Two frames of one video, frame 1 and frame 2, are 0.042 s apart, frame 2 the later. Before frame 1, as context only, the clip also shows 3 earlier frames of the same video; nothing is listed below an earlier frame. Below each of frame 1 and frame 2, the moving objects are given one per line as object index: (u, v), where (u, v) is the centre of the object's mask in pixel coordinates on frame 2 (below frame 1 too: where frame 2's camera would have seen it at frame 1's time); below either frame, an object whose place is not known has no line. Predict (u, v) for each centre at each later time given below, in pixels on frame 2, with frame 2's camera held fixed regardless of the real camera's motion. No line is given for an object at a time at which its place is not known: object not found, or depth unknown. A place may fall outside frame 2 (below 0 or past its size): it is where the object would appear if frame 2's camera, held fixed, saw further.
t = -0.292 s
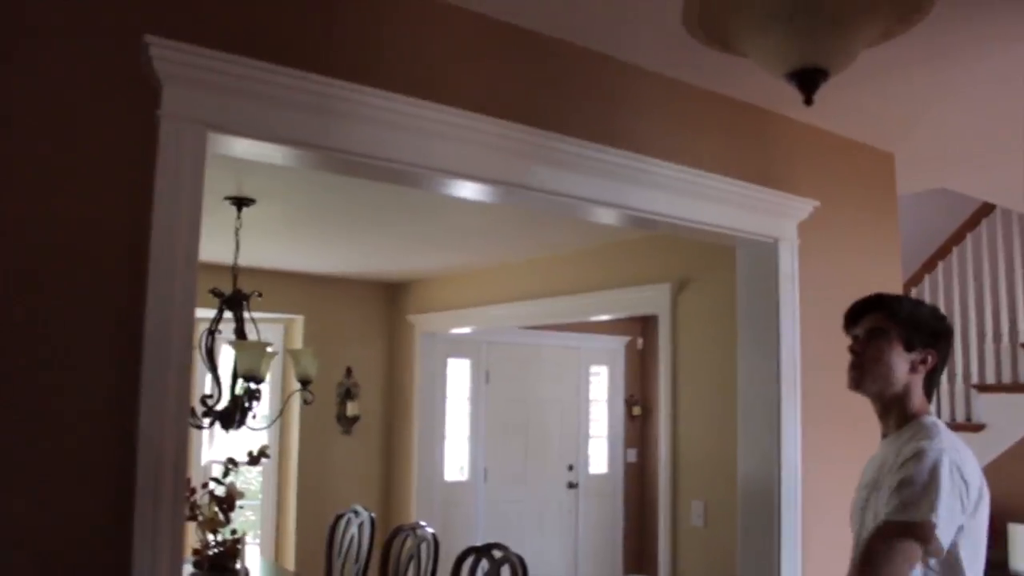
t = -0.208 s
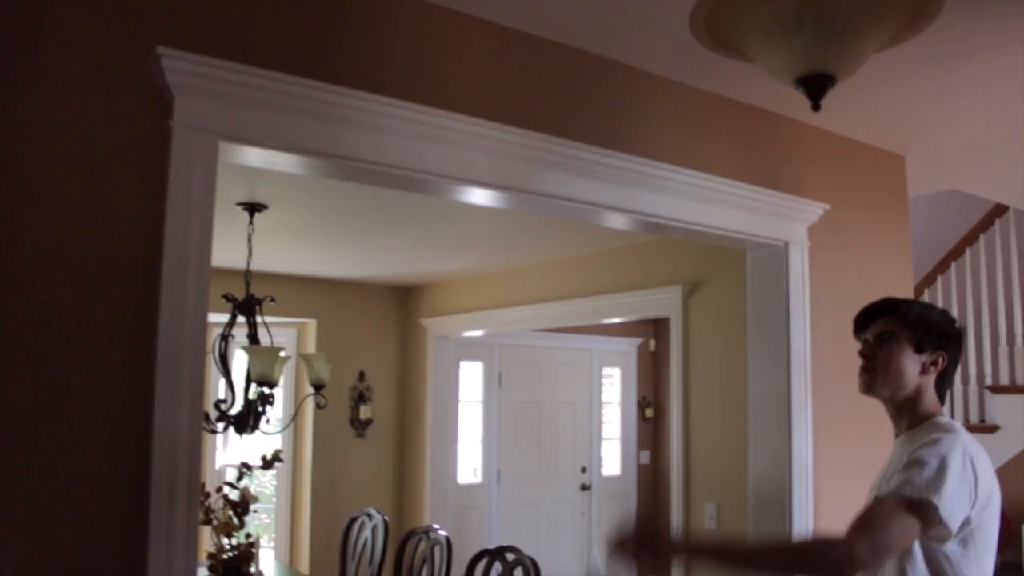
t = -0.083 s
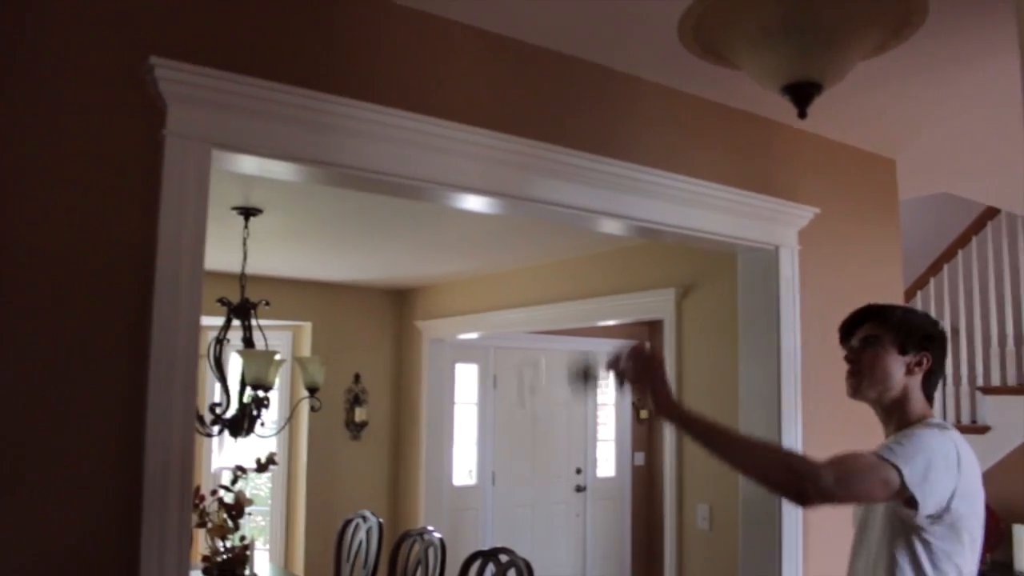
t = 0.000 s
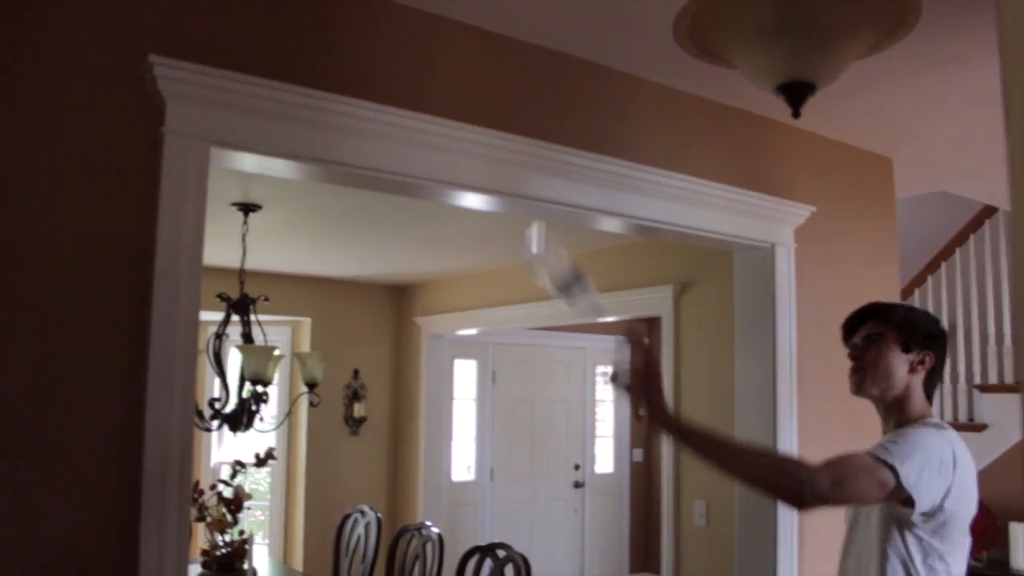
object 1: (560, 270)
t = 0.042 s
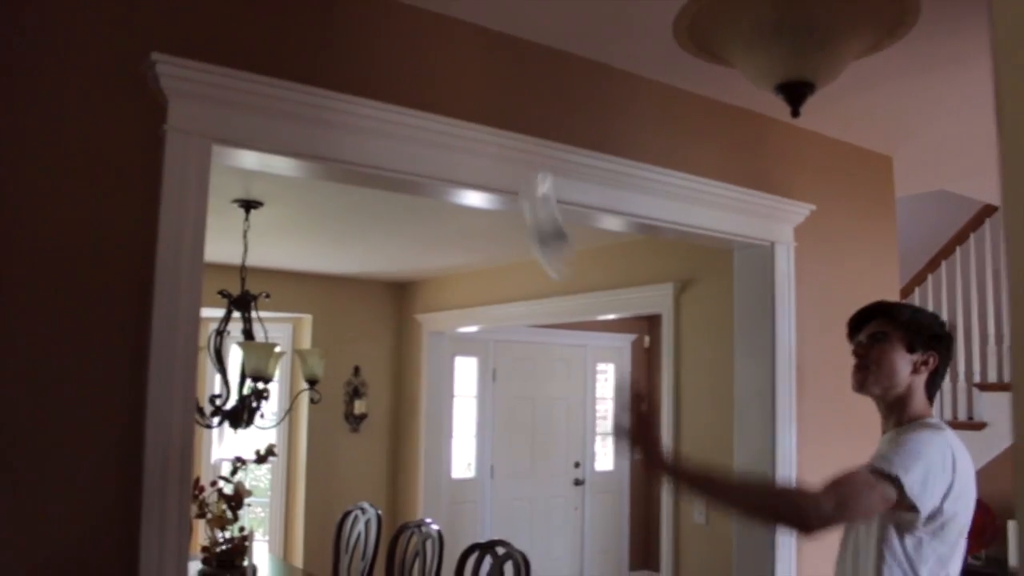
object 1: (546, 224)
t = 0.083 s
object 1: (532, 177)
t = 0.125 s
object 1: (513, 147)
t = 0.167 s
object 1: (492, 106)
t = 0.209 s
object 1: (493, 71)
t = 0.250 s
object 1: (505, 53)
